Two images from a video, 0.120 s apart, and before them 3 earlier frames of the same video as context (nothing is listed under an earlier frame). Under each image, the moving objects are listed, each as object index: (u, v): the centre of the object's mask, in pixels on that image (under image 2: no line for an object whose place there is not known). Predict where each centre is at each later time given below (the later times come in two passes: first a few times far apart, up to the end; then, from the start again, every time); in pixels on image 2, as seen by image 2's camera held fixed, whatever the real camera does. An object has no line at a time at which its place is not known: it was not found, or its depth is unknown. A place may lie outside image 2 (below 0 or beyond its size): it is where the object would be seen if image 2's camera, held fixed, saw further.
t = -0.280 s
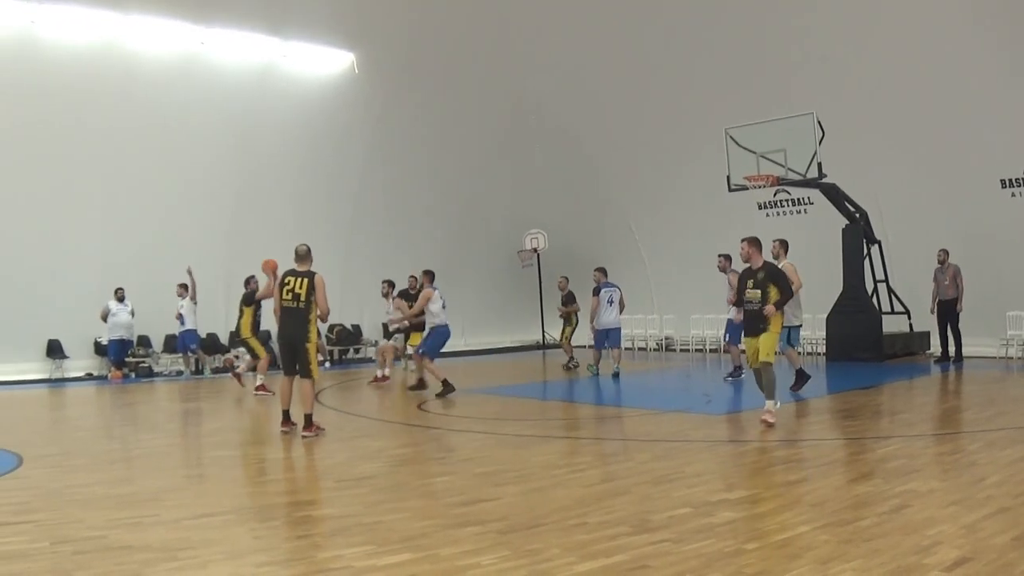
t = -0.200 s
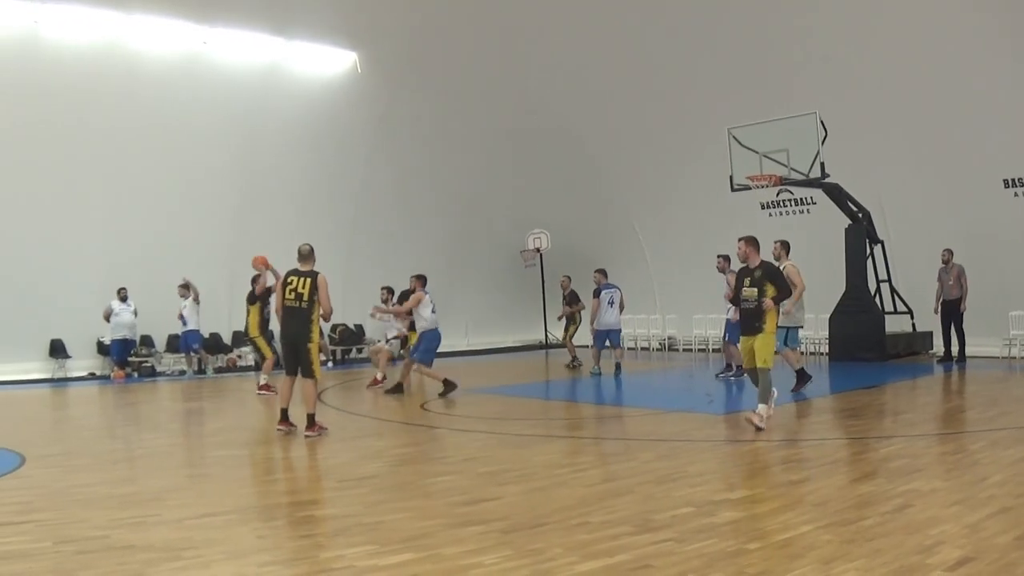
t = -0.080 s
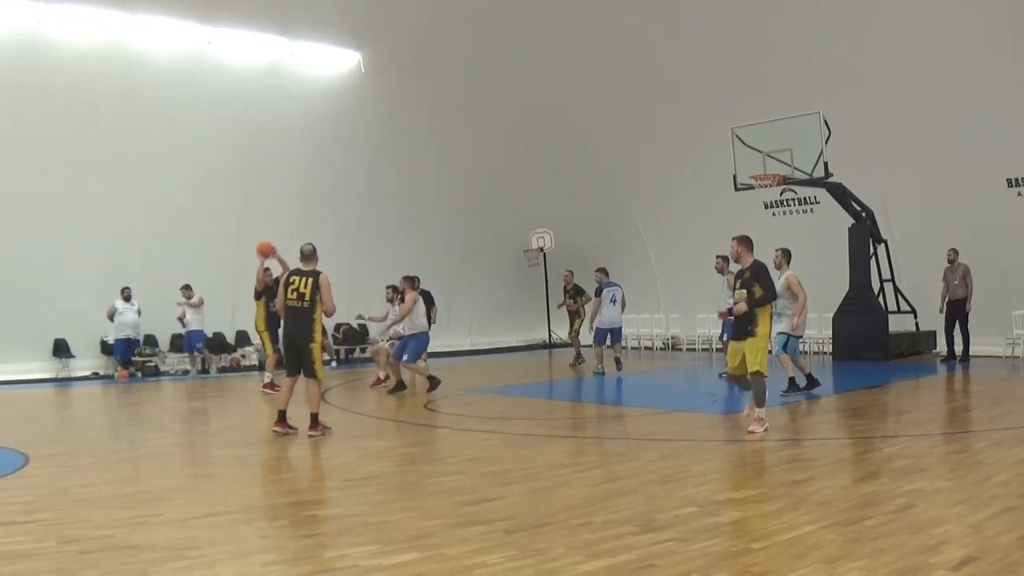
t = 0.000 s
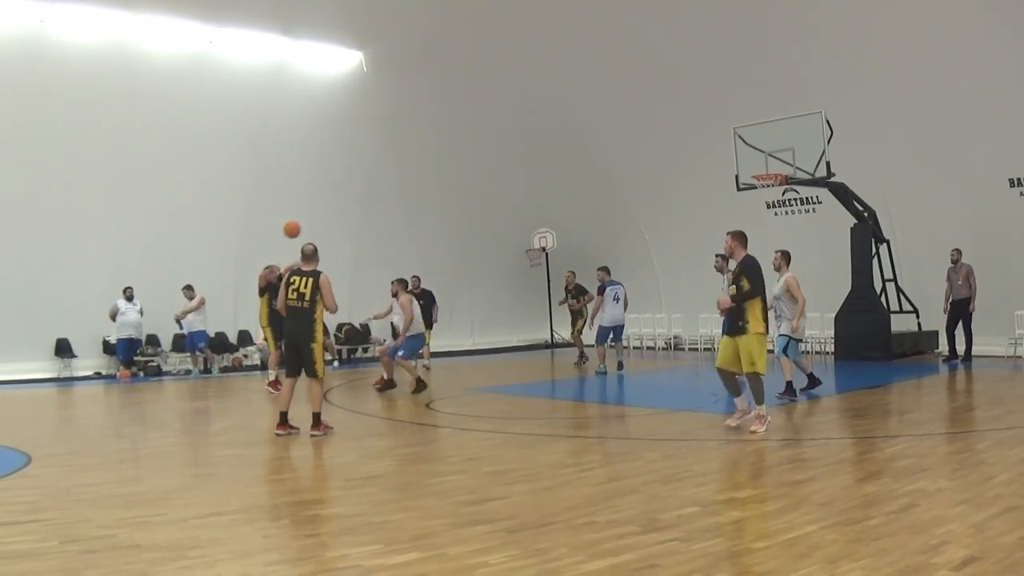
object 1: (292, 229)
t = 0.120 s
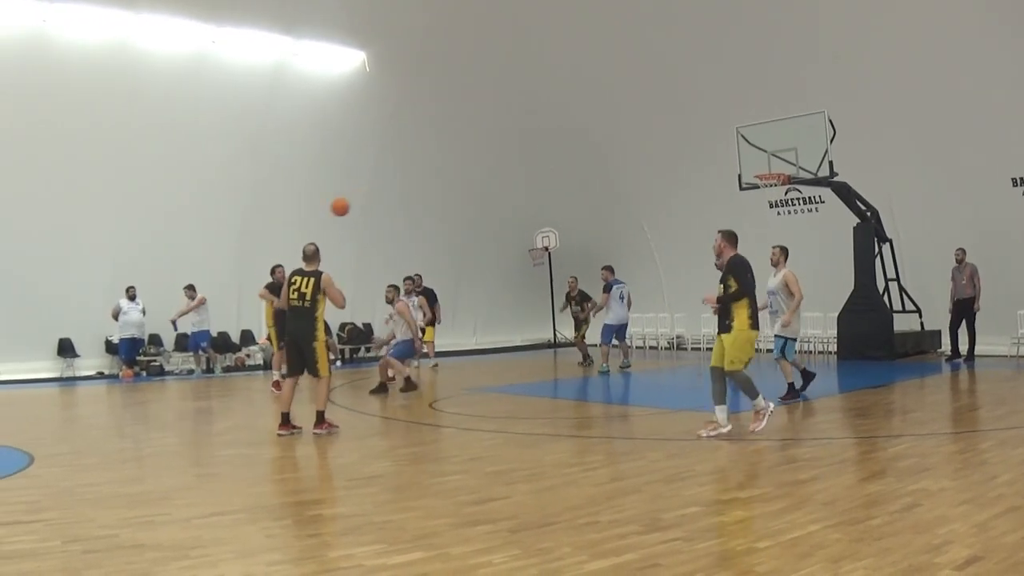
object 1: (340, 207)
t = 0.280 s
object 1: (412, 192)
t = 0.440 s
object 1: (501, 197)
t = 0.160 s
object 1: (356, 201)
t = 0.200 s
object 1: (373, 197)
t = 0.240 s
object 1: (392, 193)
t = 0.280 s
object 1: (412, 192)
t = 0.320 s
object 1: (432, 191)
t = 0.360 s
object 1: (454, 191)
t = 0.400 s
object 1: (477, 193)
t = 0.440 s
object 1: (501, 197)
